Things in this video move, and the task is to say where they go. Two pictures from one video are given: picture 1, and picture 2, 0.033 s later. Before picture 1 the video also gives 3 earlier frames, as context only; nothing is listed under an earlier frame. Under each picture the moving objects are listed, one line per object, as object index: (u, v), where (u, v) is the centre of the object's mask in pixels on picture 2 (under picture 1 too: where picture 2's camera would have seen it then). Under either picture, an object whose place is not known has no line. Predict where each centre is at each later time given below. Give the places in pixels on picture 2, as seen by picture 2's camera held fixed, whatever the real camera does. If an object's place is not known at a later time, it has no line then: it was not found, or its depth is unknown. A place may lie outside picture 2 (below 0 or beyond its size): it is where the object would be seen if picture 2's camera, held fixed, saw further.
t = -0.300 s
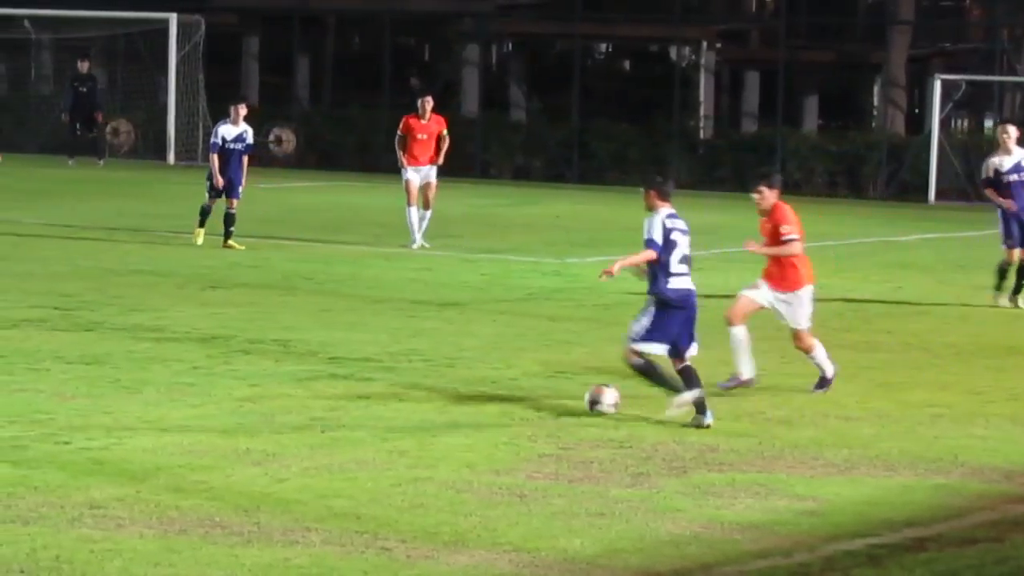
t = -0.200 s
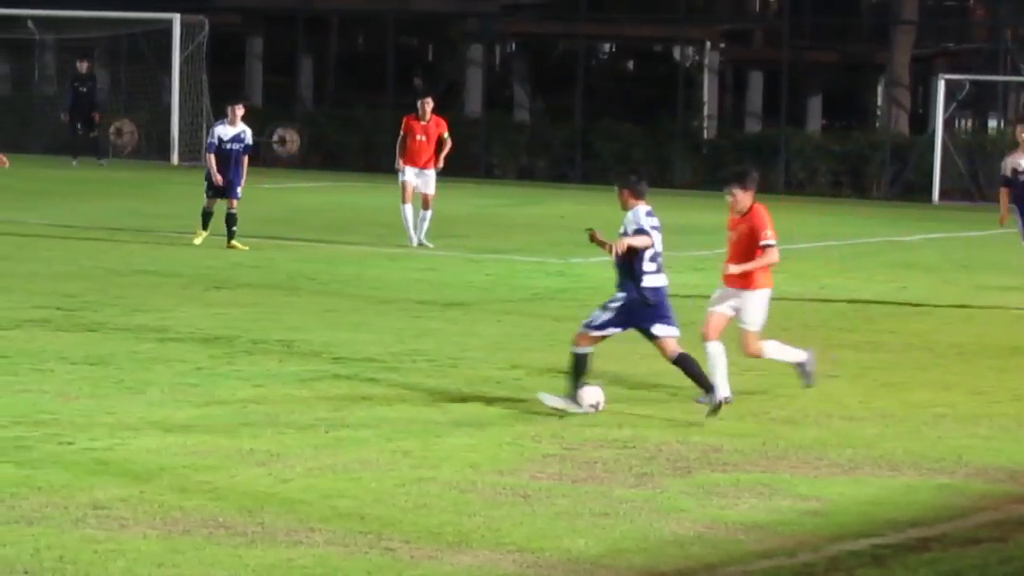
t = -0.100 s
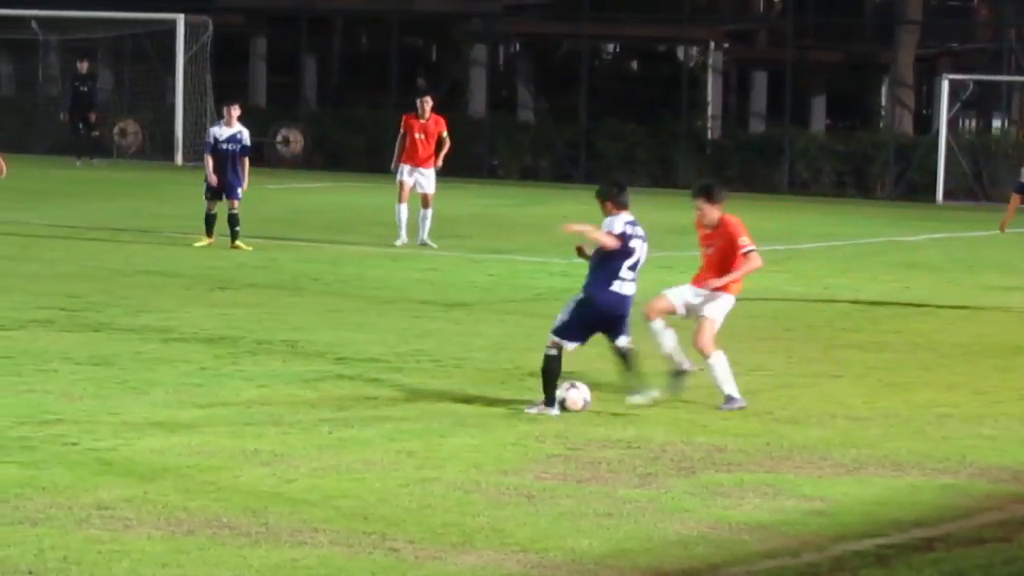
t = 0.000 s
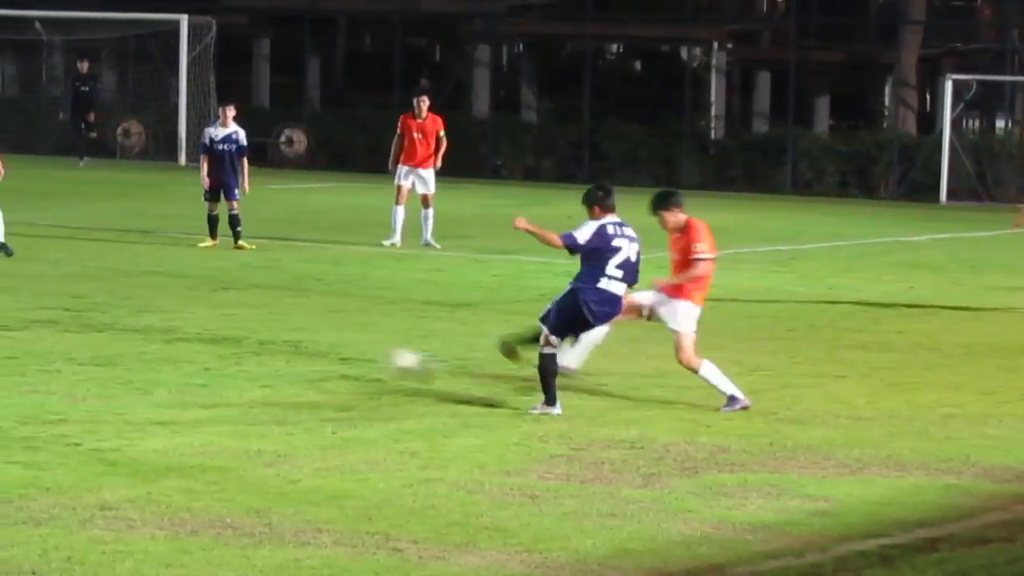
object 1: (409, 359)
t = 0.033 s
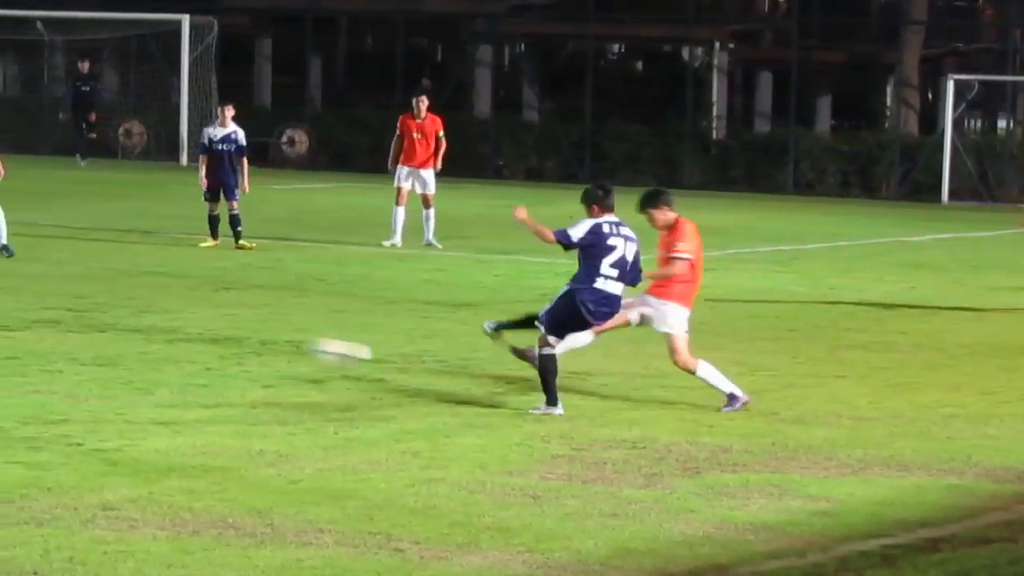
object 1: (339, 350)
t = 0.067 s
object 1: (265, 343)
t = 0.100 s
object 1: (194, 336)
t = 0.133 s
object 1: (126, 331)
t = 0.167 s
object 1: (56, 328)
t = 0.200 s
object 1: (-7, 327)
